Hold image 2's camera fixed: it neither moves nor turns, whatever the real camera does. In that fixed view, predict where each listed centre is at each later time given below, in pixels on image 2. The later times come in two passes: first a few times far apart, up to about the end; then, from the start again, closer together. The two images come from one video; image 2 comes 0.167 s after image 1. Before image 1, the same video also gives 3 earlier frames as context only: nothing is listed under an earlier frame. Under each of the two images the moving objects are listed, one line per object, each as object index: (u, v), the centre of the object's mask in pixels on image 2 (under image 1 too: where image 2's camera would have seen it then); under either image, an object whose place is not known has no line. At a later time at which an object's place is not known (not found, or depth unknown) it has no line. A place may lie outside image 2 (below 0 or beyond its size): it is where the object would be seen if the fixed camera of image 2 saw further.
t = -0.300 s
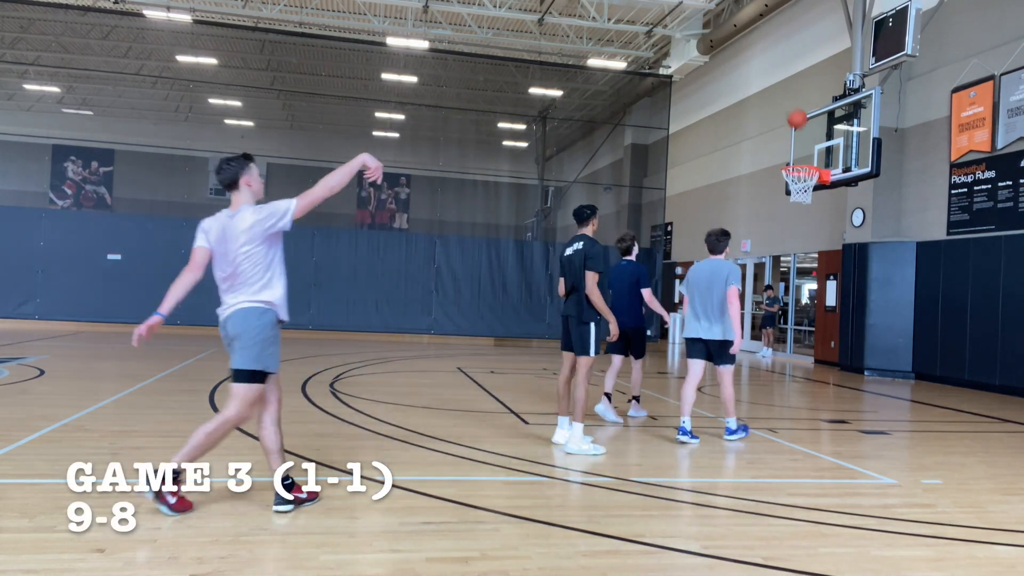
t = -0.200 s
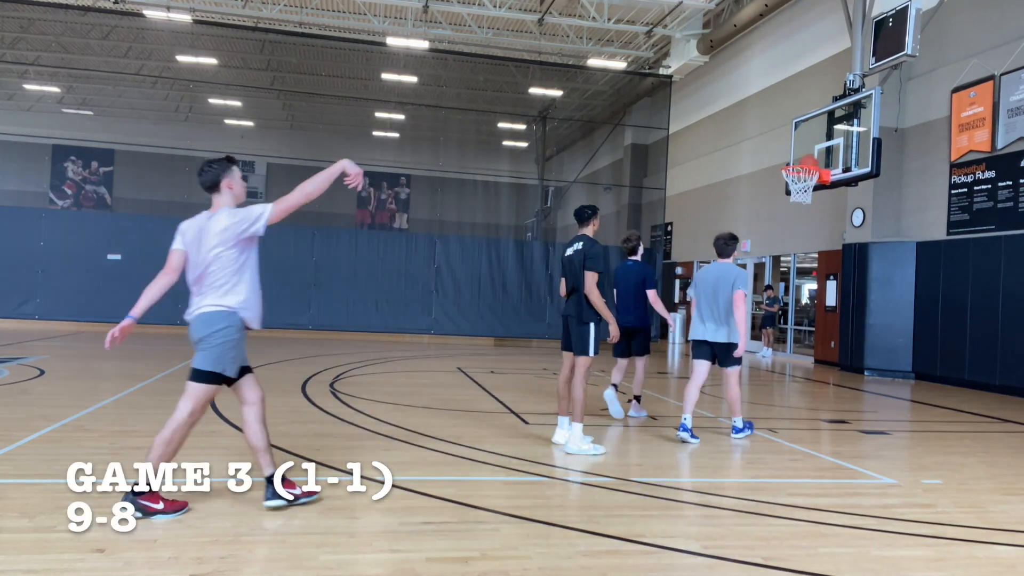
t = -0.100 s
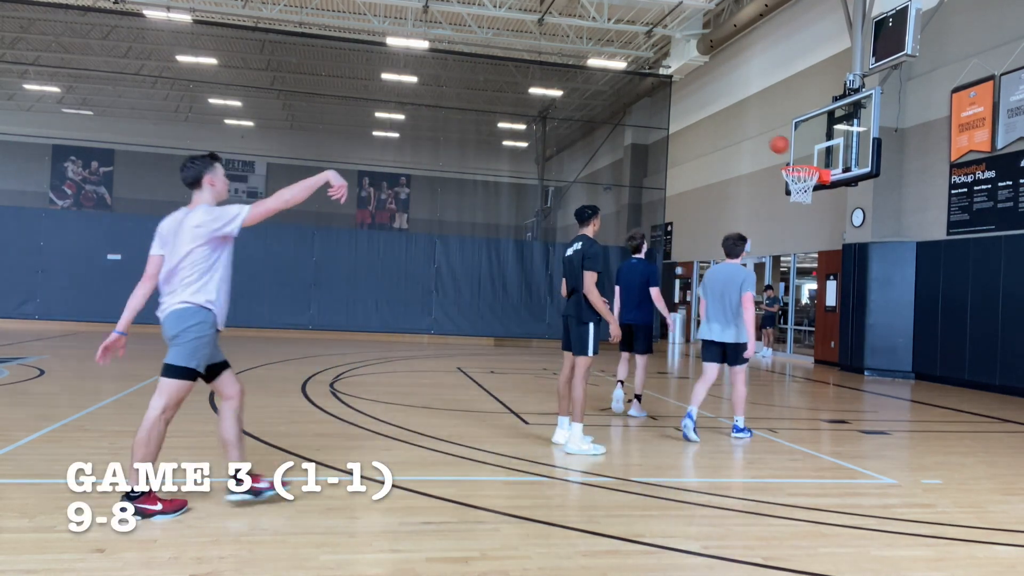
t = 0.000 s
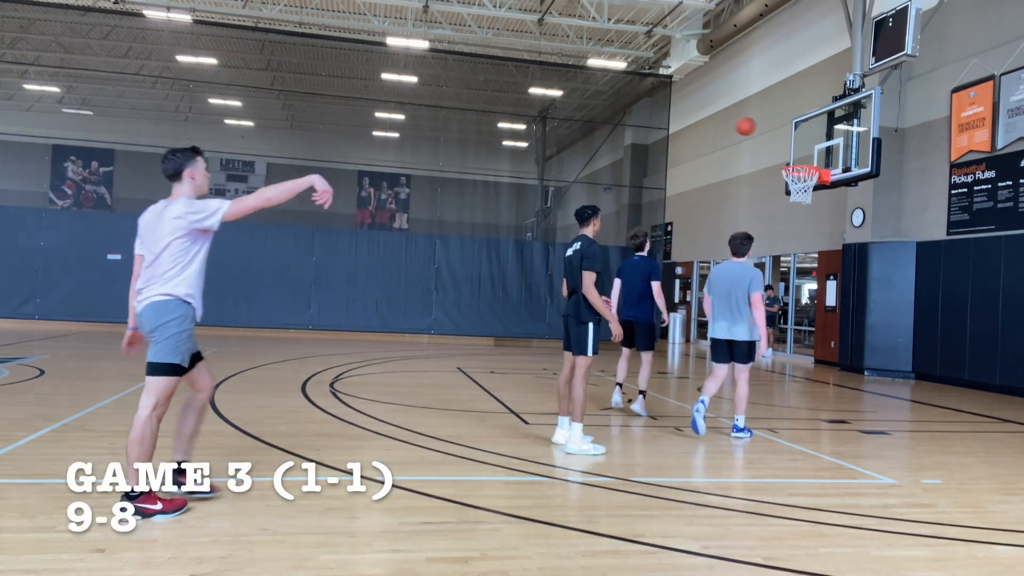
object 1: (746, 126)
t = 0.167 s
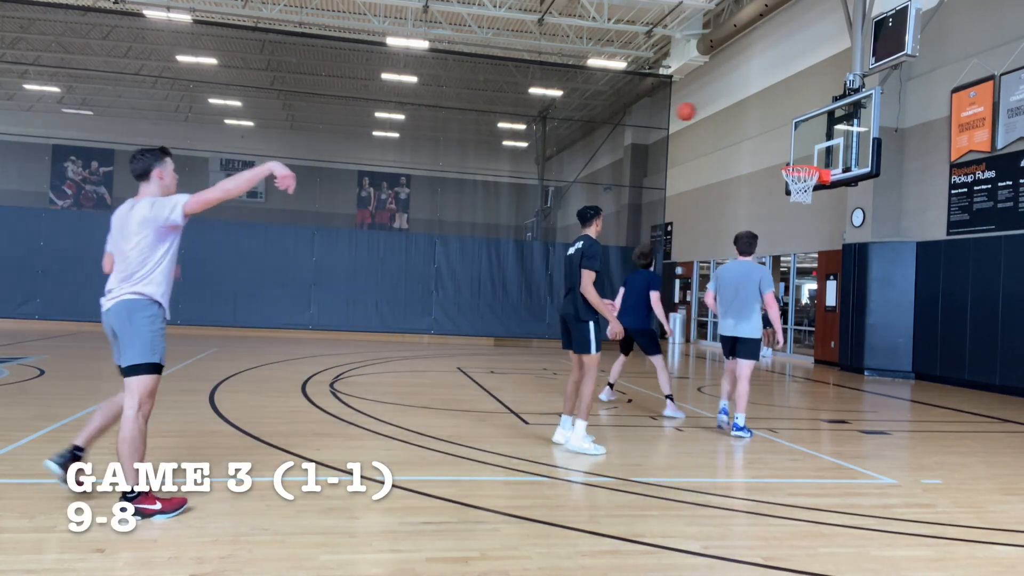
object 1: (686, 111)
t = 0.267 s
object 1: (648, 112)
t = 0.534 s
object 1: (545, 153)
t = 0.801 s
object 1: (432, 253)
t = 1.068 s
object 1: (321, 358)
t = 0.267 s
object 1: (648, 112)
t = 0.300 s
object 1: (636, 114)
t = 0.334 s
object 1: (623, 117)
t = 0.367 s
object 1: (611, 121)
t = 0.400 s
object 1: (597, 125)
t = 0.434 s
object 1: (584, 131)
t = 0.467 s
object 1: (571, 137)
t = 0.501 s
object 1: (558, 145)
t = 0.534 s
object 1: (545, 153)
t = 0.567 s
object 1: (531, 162)
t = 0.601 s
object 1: (518, 172)
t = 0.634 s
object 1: (503, 184)
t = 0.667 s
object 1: (489, 195)
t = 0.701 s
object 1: (475, 208)
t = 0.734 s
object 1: (460, 222)
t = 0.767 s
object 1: (447, 237)
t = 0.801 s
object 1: (432, 253)
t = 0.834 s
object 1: (417, 271)
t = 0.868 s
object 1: (402, 289)
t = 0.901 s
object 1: (387, 308)
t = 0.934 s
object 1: (372, 328)
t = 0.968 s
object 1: (356, 350)
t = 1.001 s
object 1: (340, 373)
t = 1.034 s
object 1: (329, 376)
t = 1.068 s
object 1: (321, 358)
